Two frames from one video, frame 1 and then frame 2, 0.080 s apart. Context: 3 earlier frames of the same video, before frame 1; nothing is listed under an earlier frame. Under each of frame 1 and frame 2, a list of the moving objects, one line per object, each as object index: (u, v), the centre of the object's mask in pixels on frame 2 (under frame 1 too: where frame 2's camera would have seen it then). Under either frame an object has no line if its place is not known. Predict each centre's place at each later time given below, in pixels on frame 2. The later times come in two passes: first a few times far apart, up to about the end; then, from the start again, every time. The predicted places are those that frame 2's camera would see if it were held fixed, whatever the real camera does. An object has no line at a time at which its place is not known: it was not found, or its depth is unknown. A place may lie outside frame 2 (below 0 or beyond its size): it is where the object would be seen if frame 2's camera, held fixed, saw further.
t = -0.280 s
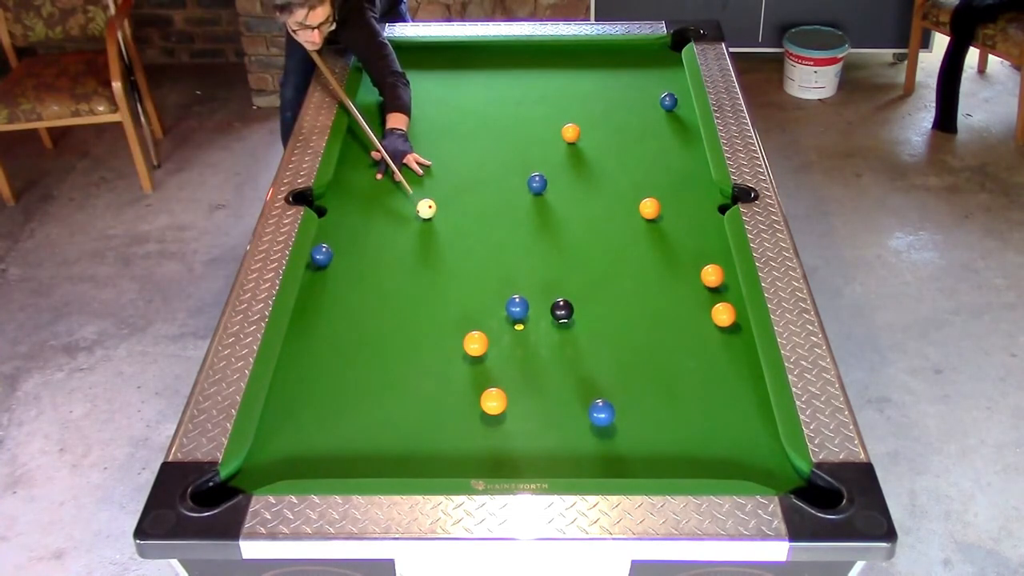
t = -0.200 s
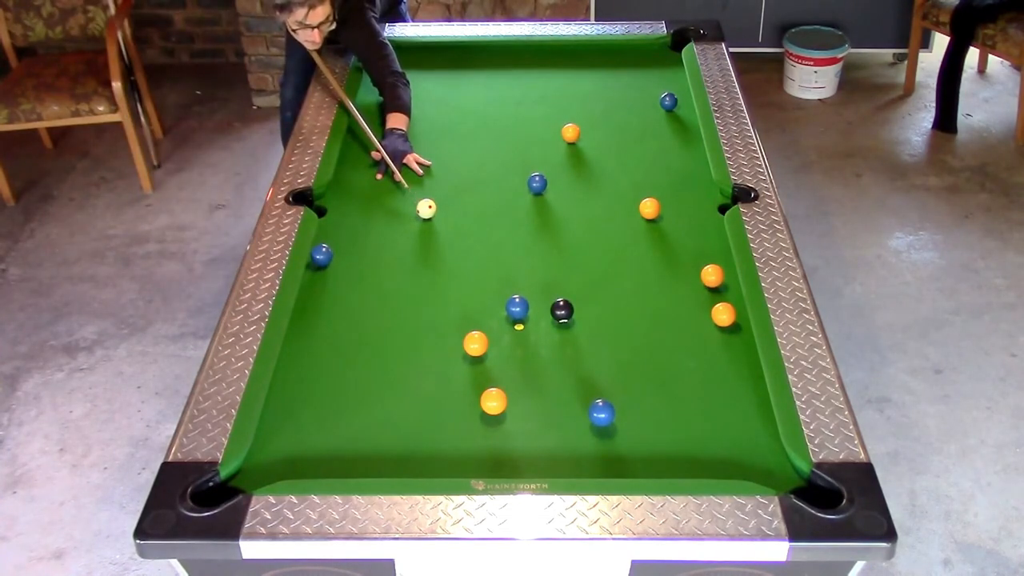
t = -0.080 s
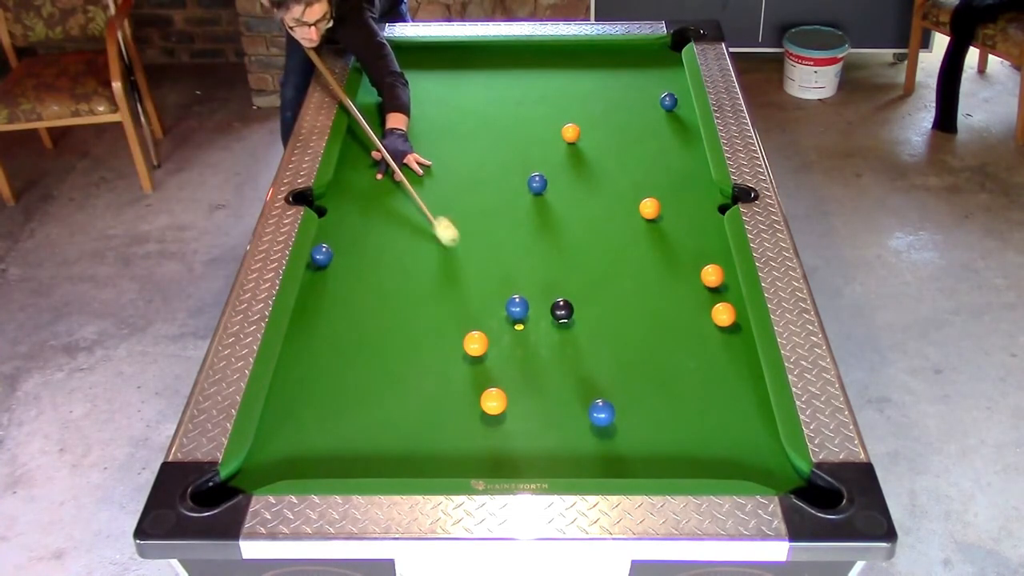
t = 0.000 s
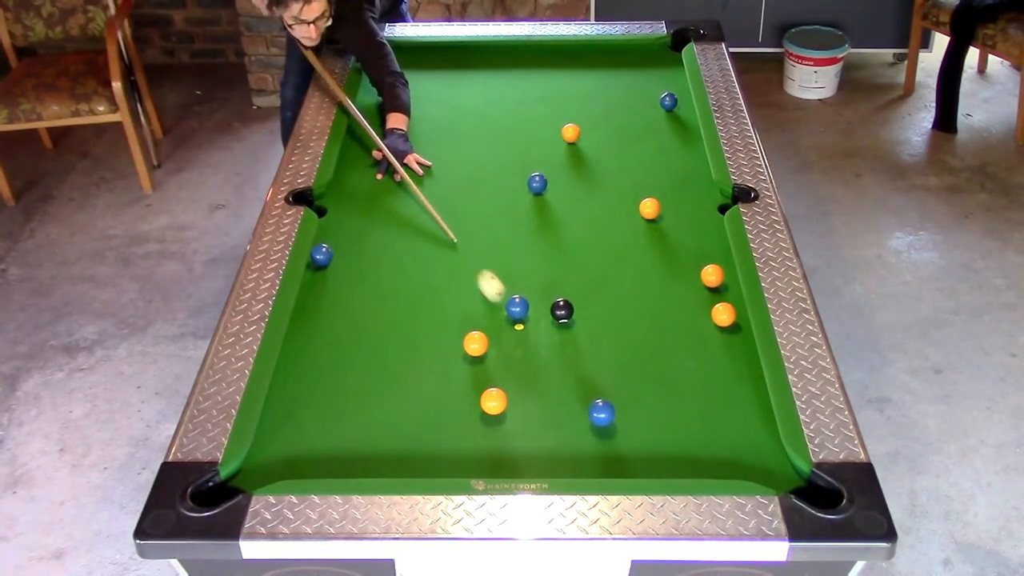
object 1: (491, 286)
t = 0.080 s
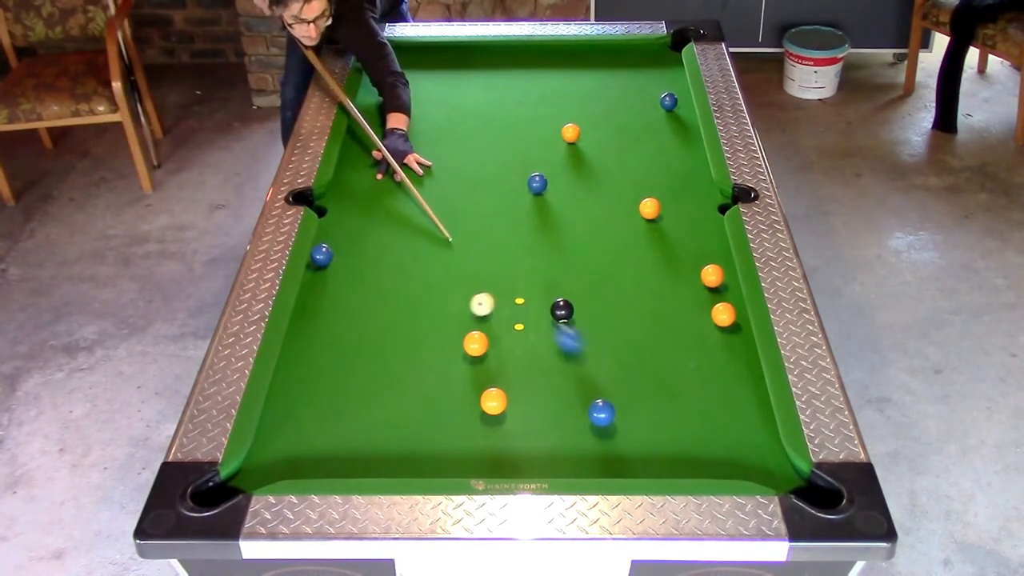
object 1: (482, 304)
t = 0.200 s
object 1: (451, 309)
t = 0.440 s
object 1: (392, 315)
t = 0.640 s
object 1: (345, 320)
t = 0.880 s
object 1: (304, 325)
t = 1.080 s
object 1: (331, 324)
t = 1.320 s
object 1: (360, 324)
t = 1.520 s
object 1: (382, 324)
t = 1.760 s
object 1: (405, 324)
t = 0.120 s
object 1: (471, 307)
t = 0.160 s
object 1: (461, 308)
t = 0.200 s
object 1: (451, 309)
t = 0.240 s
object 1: (441, 310)
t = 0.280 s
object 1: (431, 311)
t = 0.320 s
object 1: (421, 312)
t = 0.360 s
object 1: (411, 313)
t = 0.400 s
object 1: (401, 314)
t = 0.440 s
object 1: (392, 315)
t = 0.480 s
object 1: (382, 316)
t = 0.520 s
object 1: (373, 317)
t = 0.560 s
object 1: (363, 318)
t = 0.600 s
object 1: (354, 319)
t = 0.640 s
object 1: (345, 320)
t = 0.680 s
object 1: (336, 321)
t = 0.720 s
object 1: (327, 322)
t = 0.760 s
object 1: (318, 323)
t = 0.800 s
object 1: (309, 324)
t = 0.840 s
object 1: (300, 325)
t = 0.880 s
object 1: (304, 325)
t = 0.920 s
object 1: (309, 325)
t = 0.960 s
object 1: (315, 325)
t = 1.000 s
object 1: (320, 325)
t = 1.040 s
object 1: (325, 324)
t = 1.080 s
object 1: (331, 324)
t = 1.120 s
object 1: (335, 325)
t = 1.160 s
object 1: (341, 325)
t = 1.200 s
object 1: (346, 325)
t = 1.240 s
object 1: (351, 325)
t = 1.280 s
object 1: (355, 325)
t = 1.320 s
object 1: (360, 324)
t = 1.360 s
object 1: (364, 324)
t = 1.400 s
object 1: (369, 325)
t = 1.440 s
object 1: (373, 325)
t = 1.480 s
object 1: (378, 324)
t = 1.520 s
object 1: (382, 324)
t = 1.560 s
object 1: (386, 324)
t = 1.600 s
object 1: (390, 324)
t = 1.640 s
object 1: (394, 324)
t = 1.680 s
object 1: (398, 324)
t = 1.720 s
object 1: (402, 324)
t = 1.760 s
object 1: (405, 324)
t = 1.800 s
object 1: (409, 324)
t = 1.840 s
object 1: (413, 324)
